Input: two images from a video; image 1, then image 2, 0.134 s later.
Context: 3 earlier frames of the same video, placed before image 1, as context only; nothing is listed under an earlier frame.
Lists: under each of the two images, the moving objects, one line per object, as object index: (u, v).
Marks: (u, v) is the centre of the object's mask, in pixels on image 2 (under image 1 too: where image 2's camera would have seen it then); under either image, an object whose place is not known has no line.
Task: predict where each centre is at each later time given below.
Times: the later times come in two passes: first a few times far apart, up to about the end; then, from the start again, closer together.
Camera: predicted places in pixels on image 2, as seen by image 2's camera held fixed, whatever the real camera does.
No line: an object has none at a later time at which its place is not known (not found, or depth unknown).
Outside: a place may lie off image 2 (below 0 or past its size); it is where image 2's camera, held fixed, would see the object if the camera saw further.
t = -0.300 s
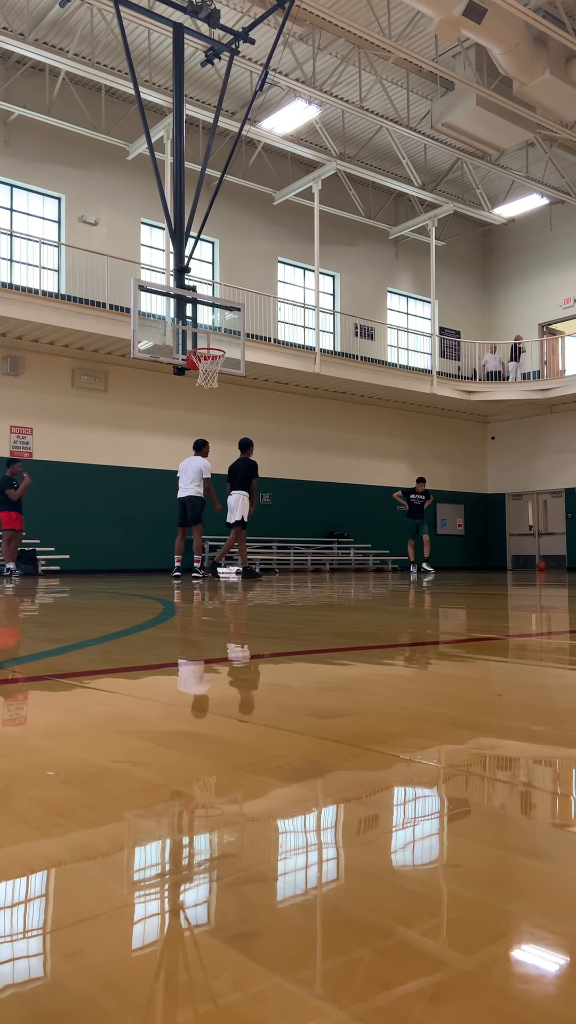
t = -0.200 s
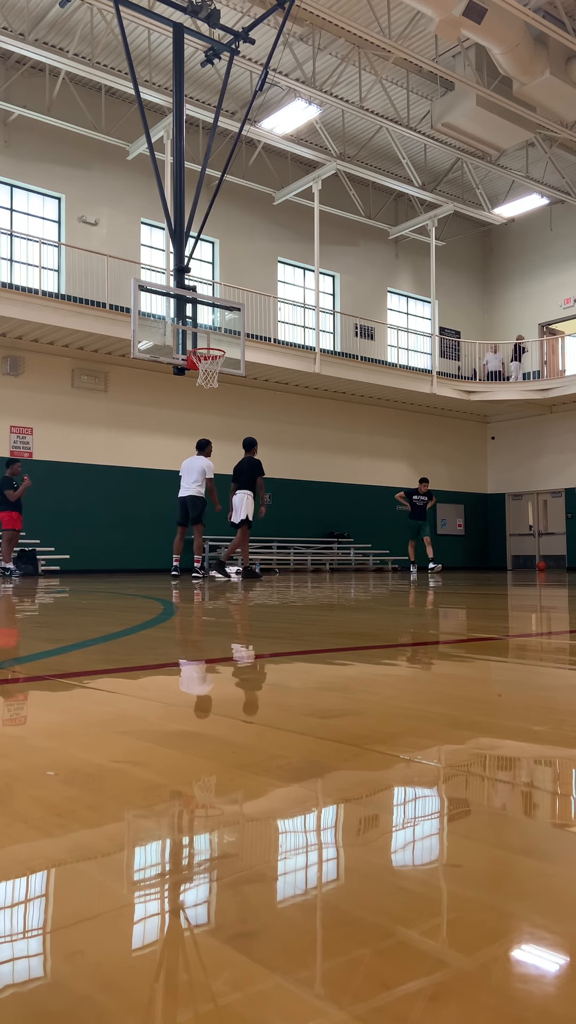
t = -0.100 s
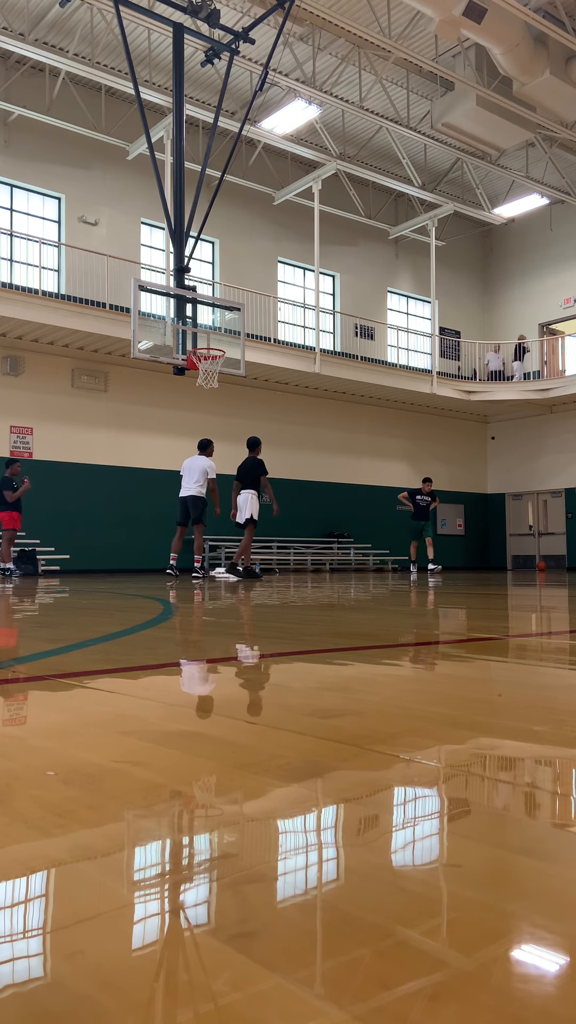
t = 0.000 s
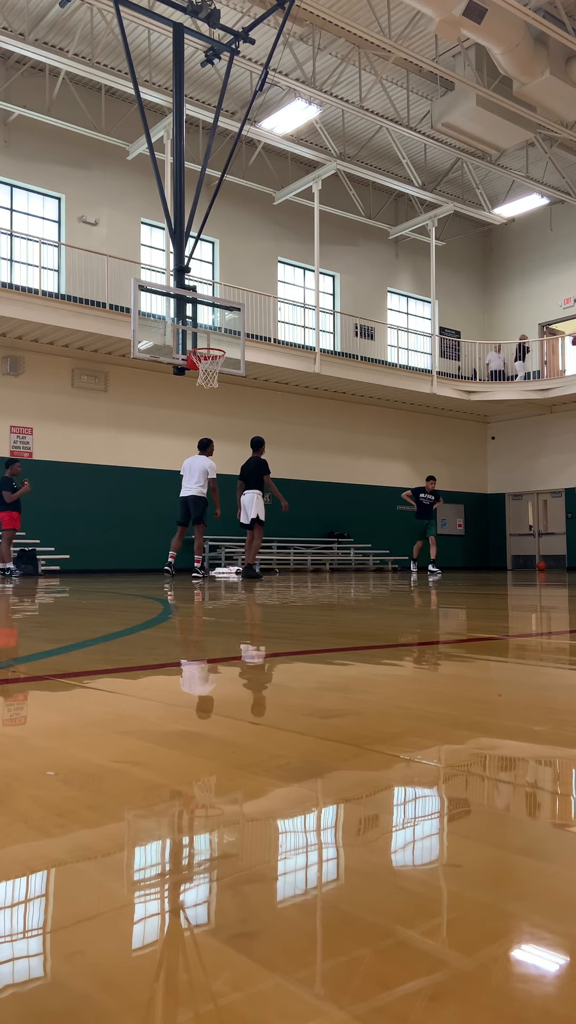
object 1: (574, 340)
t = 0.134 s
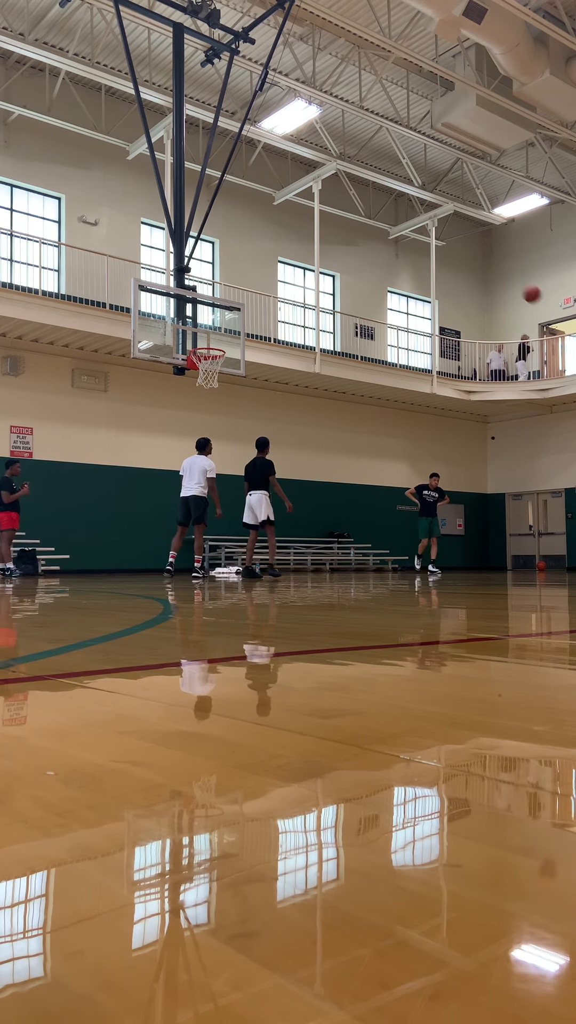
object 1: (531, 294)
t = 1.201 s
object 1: (218, 343)
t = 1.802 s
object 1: (452, 418)
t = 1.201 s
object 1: (218, 343)
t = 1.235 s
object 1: (231, 341)
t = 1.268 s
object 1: (244, 340)
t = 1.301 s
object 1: (258, 338)
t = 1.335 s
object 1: (271, 338)
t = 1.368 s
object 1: (284, 340)
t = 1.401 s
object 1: (299, 342)
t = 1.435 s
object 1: (312, 344)
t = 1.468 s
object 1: (325, 347)
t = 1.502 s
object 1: (338, 350)
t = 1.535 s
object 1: (351, 354)
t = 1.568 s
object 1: (364, 360)
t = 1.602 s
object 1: (376, 366)
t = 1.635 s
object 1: (389, 373)
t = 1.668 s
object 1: (402, 380)
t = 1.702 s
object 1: (414, 389)
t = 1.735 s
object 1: (427, 398)
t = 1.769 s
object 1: (439, 408)
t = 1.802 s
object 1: (452, 418)
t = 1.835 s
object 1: (464, 429)
